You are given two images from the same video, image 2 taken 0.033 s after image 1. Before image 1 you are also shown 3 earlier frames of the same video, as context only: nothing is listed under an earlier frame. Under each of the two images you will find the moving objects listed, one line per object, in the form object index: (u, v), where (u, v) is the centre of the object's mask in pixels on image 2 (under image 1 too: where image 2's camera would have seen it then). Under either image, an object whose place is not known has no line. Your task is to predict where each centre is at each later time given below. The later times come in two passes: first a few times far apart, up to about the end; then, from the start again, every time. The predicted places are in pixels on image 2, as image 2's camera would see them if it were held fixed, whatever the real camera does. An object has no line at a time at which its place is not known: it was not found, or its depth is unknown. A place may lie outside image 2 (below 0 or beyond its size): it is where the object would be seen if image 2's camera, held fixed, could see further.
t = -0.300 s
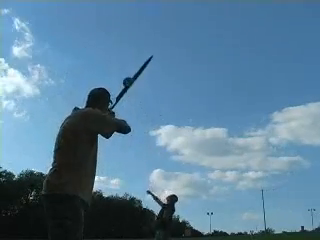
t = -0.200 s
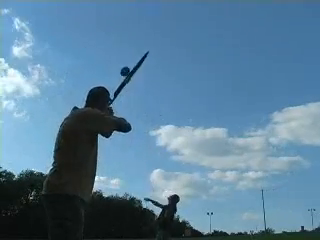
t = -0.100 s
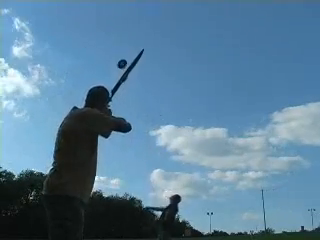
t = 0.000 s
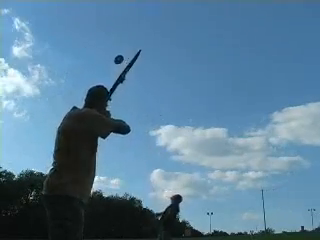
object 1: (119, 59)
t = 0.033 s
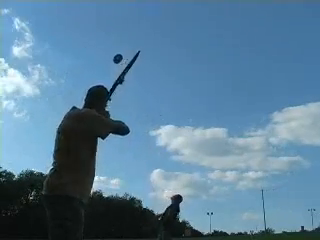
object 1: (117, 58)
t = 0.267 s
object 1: (108, 63)
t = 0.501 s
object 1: (98, 76)
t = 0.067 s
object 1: (116, 58)
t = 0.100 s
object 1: (115, 58)
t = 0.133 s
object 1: (113, 58)
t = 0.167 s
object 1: (112, 59)
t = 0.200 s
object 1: (111, 60)
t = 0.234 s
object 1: (109, 61)
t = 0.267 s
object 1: (108, 63)
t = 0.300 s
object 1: (106, 64)
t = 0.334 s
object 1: (105, 66)
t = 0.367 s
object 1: (103, 67)
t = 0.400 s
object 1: (102, 69)
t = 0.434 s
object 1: (100, 72)
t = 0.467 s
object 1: (99, 74)
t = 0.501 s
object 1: (98, 76)
